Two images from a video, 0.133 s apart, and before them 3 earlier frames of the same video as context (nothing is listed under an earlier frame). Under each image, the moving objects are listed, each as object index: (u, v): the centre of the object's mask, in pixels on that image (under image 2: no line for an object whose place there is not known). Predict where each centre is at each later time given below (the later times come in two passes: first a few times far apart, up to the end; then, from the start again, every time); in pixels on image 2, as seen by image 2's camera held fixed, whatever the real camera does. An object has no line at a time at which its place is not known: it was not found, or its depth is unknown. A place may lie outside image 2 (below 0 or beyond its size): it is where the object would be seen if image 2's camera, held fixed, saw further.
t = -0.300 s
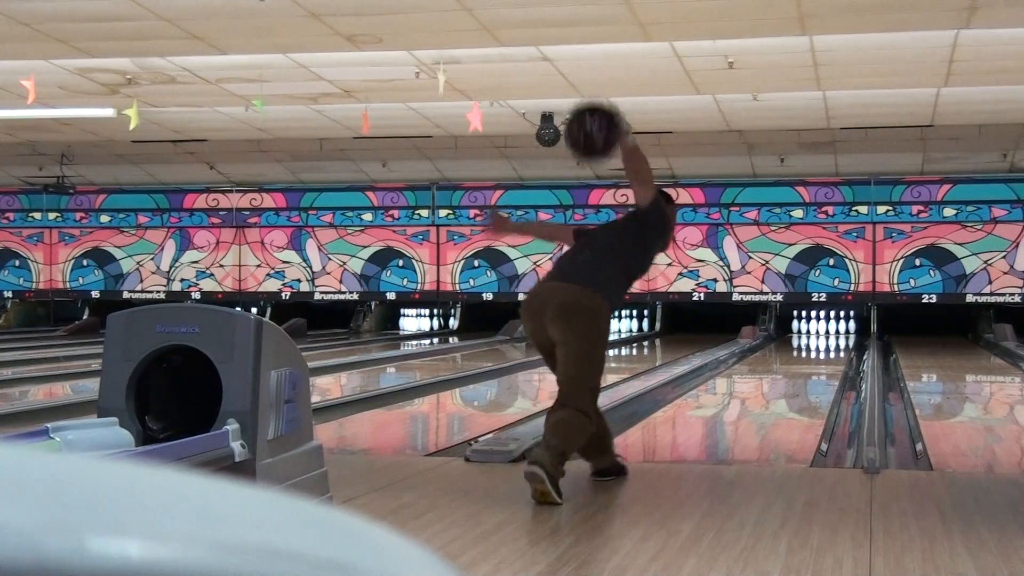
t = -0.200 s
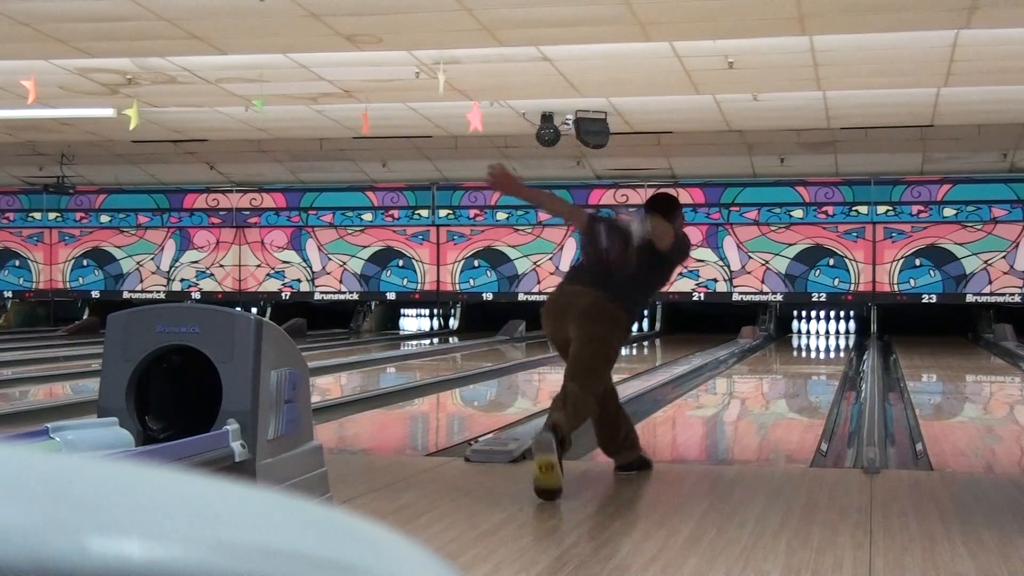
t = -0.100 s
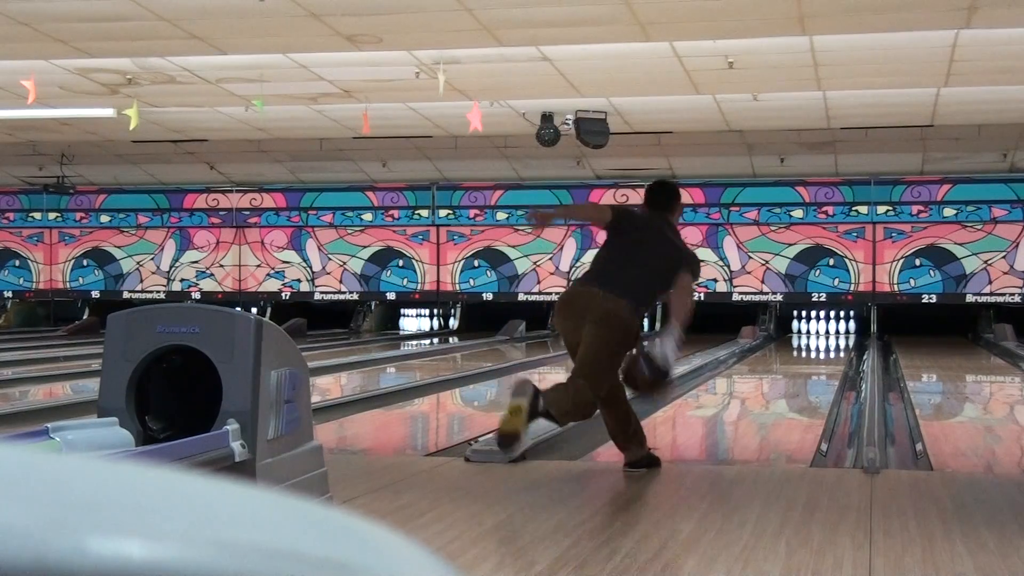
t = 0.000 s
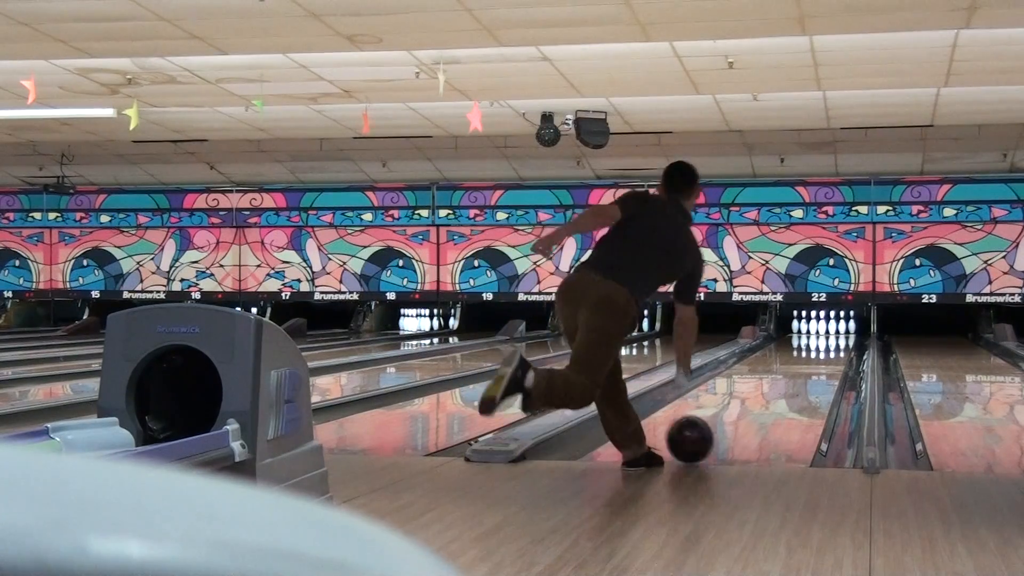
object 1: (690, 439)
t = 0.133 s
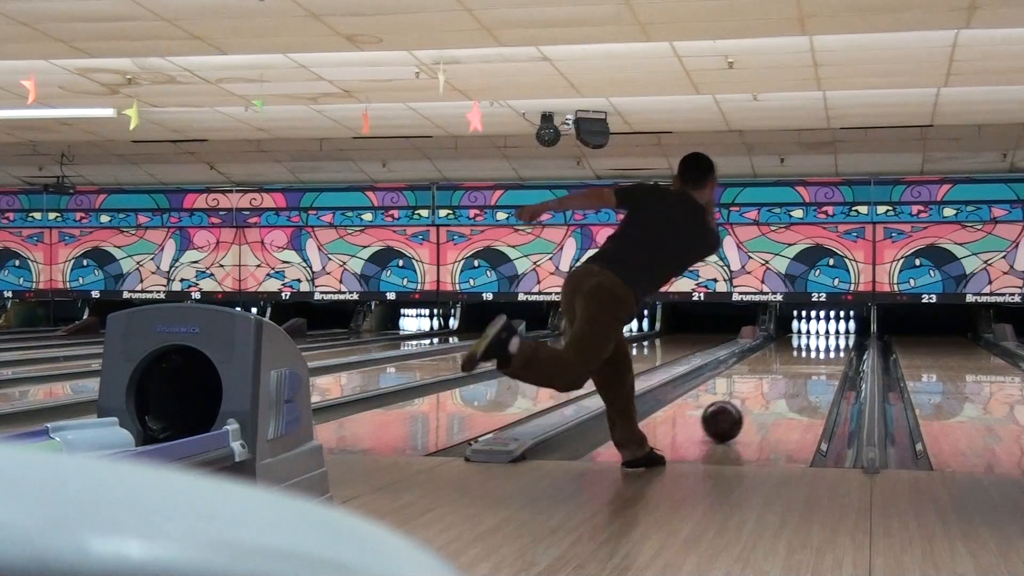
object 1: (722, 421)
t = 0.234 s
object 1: (741, 409)
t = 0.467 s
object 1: (774, 387)
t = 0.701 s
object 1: (798, 373)
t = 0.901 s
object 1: (812, 363)
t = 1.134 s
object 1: (825, 354)
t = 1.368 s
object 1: (833, 348)
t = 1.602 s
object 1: (838, 343)
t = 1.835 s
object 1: (839, 338)
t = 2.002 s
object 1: (837, 335)
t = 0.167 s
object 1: (729, 417)
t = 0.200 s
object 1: (735, 413)
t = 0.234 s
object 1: (741, 409)
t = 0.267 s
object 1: (747, 405)
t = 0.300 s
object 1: (752, 402)
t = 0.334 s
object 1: (757, 398)
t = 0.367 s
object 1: (762, 395)
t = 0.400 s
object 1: (766, 392)
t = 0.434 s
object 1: (770, 390)
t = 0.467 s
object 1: (774, 387)
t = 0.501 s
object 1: (778, 385)
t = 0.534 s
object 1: (782, 382)
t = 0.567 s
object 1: (785, 380)
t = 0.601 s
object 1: (789, 379)
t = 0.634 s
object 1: (792, 377)
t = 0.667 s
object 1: (795, 375)
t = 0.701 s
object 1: (798, 373)
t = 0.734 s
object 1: (800, 371)
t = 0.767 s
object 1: (803, 369)
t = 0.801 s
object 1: (805, 368)
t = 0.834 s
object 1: (807, 366)
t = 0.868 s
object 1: (810, 364)
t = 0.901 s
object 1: (812, 363)
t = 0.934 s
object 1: (814, 362)
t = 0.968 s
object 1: (816, 361)
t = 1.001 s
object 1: (817, 359)
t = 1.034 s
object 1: (819, 358)
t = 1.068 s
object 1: (821, 357)
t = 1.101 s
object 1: (823, 356)
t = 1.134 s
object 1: (825, 354)
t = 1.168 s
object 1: (825, 354)
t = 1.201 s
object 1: (827, 352)
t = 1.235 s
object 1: (828, 351)
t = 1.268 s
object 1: (829, 350)
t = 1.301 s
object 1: (831, 349)
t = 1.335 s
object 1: (832, 348)
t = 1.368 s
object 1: (833, 348)
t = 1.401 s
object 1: (834, 347)
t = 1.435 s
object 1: (834, 345)
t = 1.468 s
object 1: (835, 345)
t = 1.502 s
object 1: (836, 344)
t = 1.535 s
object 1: (837, 343)
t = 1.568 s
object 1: (837, 343)
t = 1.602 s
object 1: (838, 343)
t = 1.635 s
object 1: (838, 342)
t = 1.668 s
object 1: (838, 342)
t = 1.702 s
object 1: (838, 341)
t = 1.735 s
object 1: (839, 339)
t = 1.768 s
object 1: (839, 339)
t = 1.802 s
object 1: (839, 338)
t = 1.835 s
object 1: (839, 338)
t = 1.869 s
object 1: (839, 337)
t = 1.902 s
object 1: (839, 336)
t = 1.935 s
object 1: (838, 336)
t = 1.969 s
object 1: (838, 335)
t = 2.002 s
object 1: (837, 335)
